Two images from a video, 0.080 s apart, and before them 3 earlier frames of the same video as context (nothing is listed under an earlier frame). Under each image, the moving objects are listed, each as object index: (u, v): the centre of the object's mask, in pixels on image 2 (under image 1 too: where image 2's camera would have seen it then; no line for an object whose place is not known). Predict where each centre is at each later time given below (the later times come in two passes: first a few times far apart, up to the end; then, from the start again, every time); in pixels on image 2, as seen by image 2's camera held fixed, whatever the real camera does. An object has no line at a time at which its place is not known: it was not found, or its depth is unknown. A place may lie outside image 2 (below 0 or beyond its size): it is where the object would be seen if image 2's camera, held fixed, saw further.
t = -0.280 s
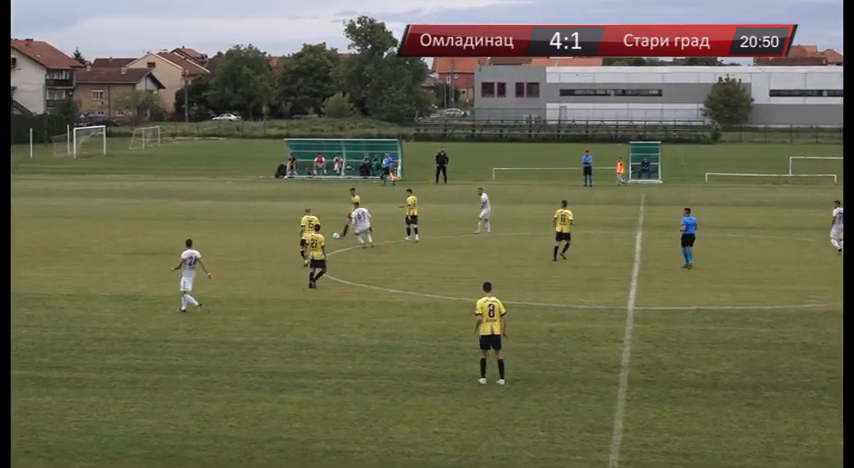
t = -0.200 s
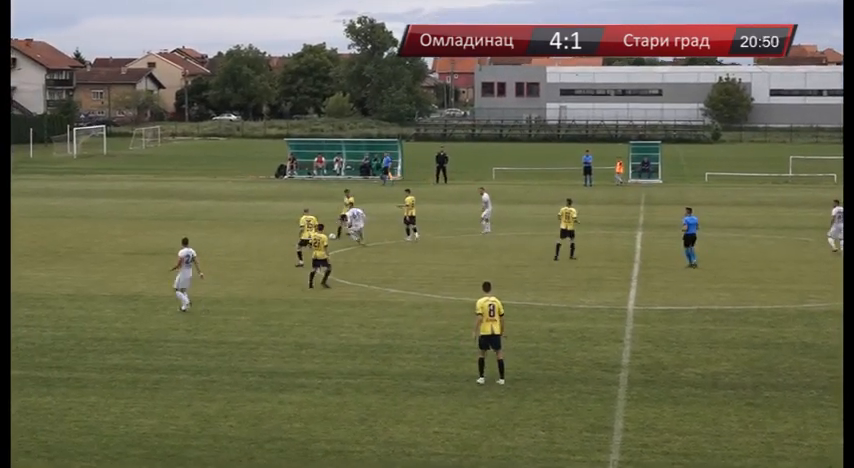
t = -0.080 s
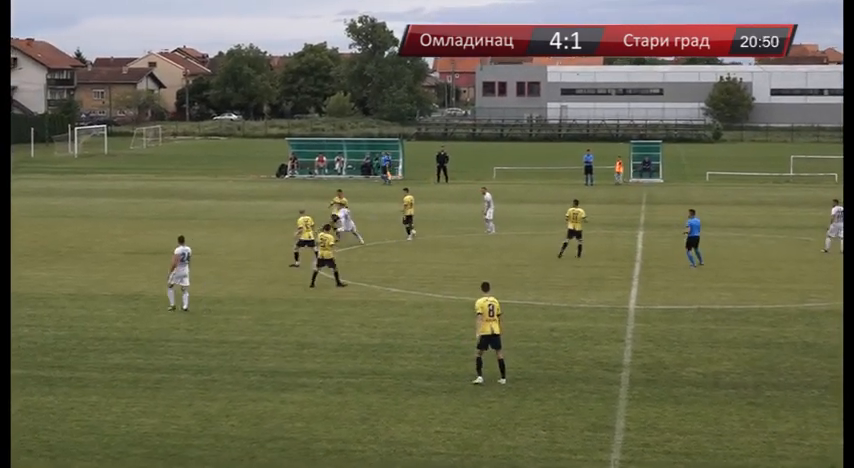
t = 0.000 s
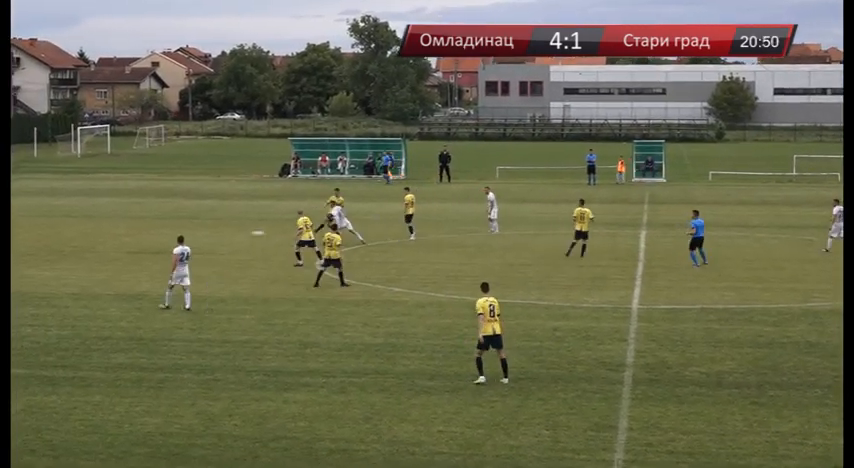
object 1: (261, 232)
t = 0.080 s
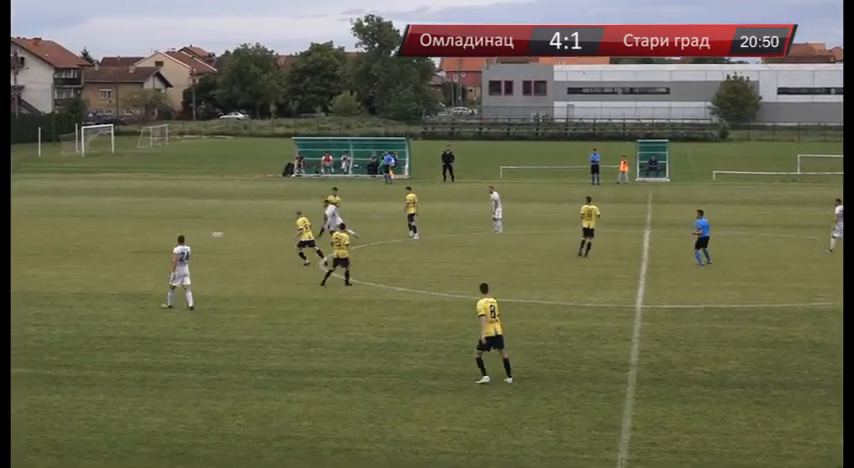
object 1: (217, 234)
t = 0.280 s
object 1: (118, 234)
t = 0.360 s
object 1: (80, 235)
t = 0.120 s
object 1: (195, 237)
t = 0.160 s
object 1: (171, 236)
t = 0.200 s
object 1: (155, 236)
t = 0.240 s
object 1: (137, 235)
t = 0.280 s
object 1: (118, 234)
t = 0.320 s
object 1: (100, 235)
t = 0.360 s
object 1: (80, 235)
